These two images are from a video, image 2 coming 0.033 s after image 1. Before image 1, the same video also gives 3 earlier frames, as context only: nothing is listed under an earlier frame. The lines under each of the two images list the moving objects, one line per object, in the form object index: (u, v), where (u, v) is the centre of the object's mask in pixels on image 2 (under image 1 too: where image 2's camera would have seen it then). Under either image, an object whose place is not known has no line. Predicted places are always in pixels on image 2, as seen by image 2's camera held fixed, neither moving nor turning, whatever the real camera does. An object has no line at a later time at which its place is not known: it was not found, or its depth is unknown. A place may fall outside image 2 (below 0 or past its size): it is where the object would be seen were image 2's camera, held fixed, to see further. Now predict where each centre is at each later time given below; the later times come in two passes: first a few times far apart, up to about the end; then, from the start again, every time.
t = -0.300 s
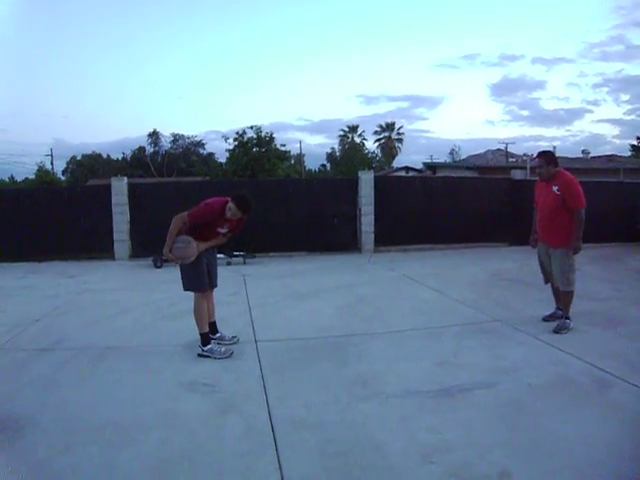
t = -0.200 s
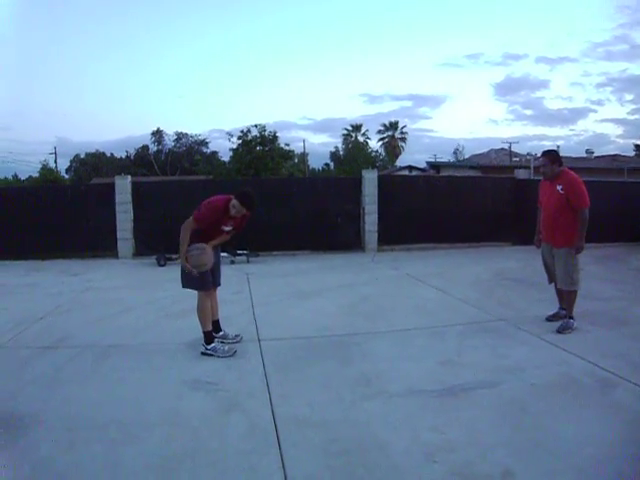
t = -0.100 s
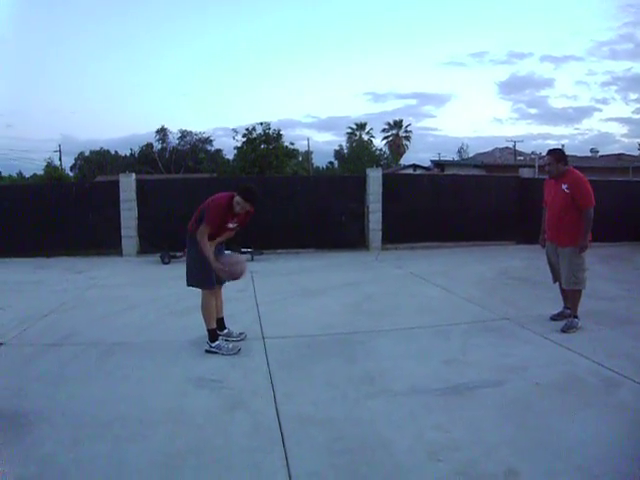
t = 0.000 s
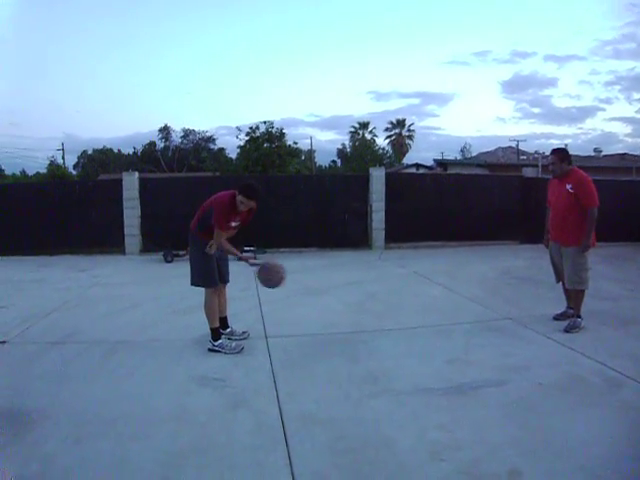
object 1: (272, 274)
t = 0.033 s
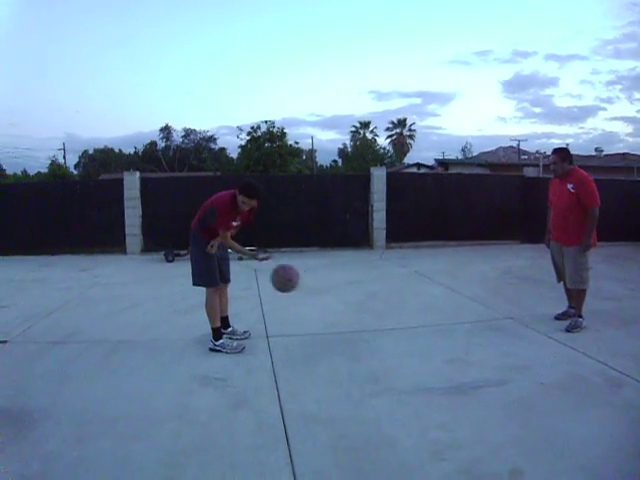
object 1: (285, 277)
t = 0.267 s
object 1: (369, 341)
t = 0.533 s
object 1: (424, 280)
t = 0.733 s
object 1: (459, 286)
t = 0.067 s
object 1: (297, 283)
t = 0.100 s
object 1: (310, 290)
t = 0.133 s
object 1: (322, 299)
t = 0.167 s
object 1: (335, 308)
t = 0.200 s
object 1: (347, 318)
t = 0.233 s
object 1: (358, 330)
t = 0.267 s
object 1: (369, 341)
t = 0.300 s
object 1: (377, 329)
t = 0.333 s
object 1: (384, 318)
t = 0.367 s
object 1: (390, 309)
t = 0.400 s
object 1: (397, 300)
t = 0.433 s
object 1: (404, 293)
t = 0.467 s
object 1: (411, 288)
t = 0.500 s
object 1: (417, 283)
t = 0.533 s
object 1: (424, 280)
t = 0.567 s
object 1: (430, 278)
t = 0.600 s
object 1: (436, 277)
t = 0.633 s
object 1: (443, 278)
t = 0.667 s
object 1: (448, 279)
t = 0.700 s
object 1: (454, 282)
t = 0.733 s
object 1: (459, 286)
